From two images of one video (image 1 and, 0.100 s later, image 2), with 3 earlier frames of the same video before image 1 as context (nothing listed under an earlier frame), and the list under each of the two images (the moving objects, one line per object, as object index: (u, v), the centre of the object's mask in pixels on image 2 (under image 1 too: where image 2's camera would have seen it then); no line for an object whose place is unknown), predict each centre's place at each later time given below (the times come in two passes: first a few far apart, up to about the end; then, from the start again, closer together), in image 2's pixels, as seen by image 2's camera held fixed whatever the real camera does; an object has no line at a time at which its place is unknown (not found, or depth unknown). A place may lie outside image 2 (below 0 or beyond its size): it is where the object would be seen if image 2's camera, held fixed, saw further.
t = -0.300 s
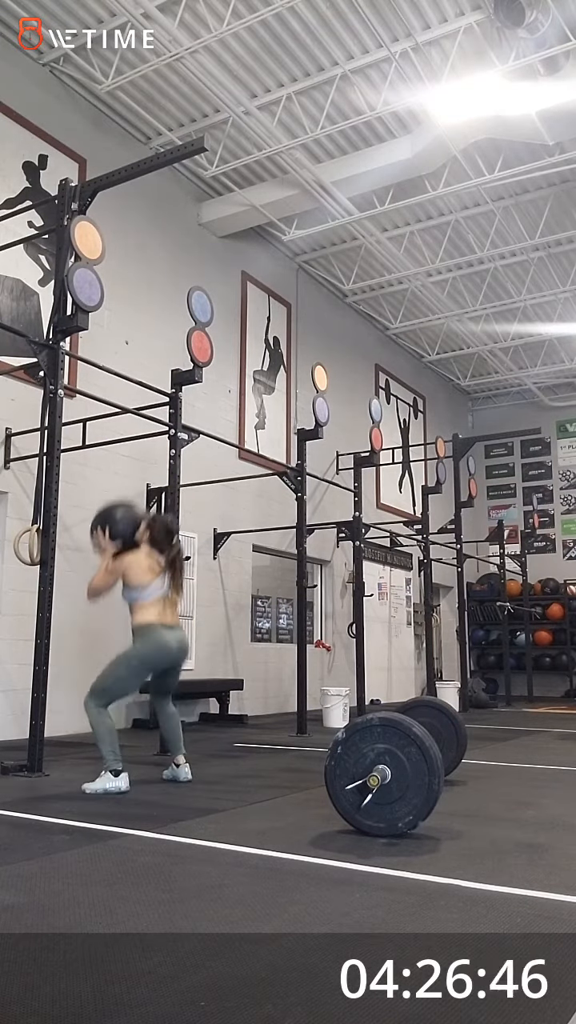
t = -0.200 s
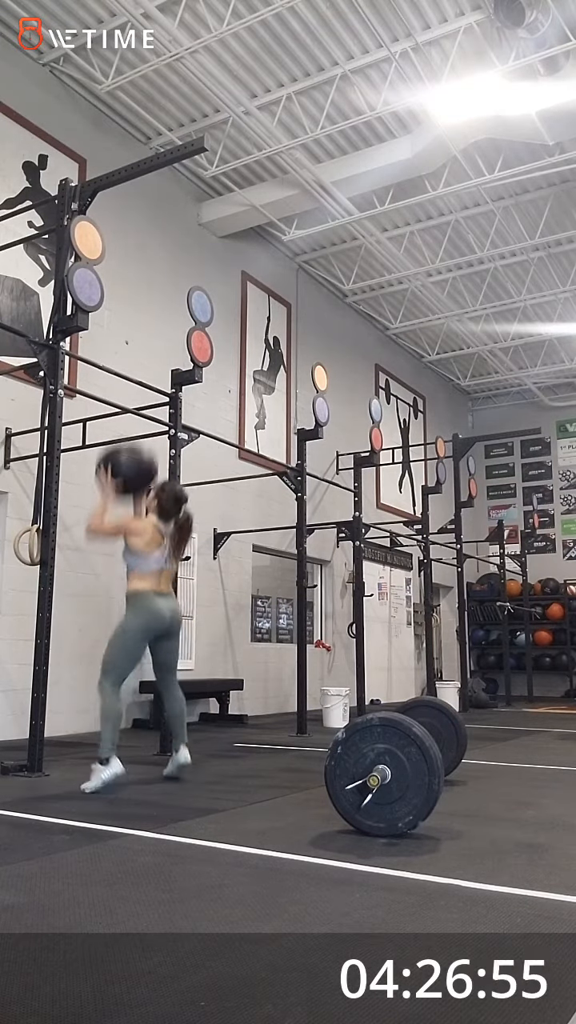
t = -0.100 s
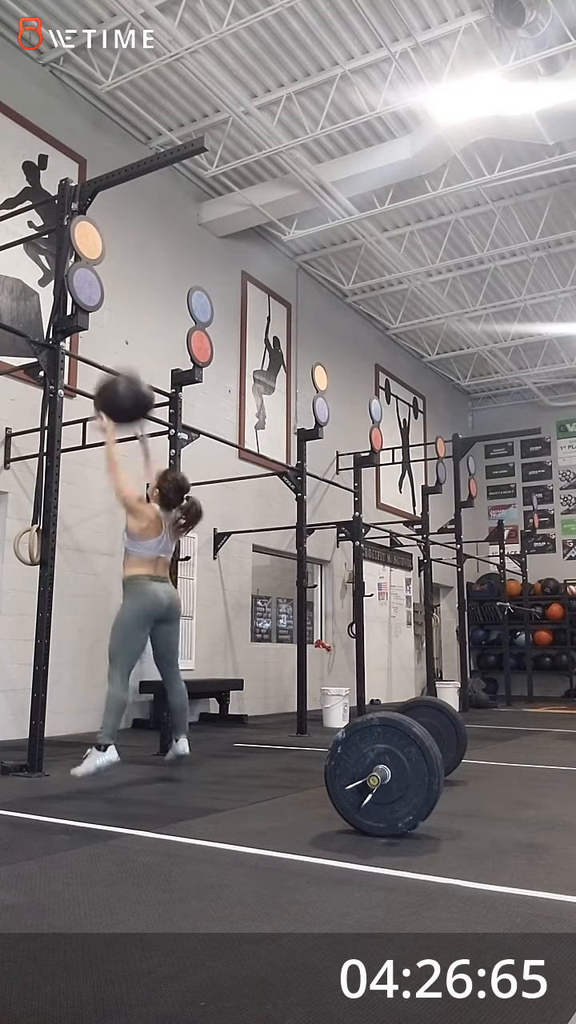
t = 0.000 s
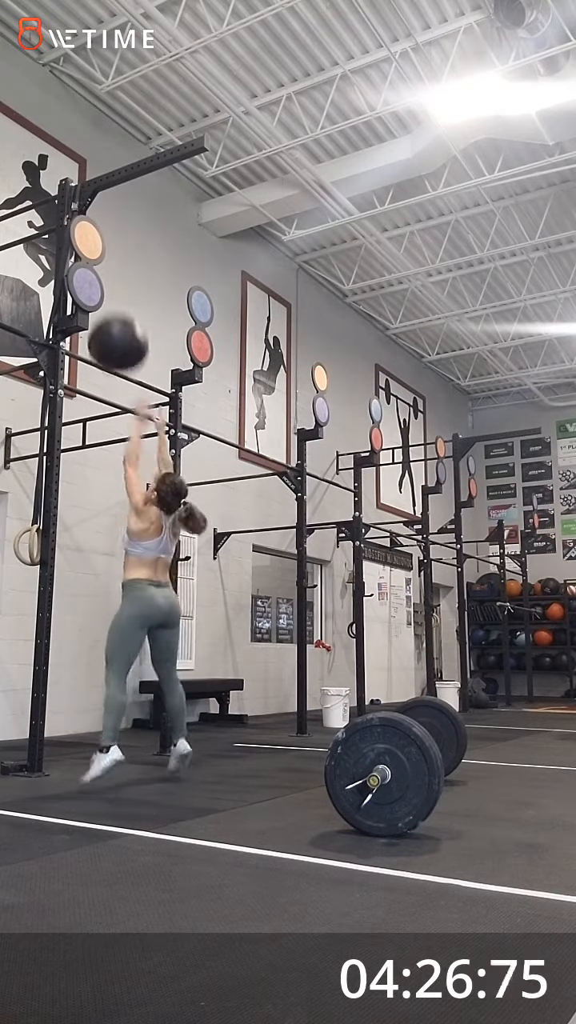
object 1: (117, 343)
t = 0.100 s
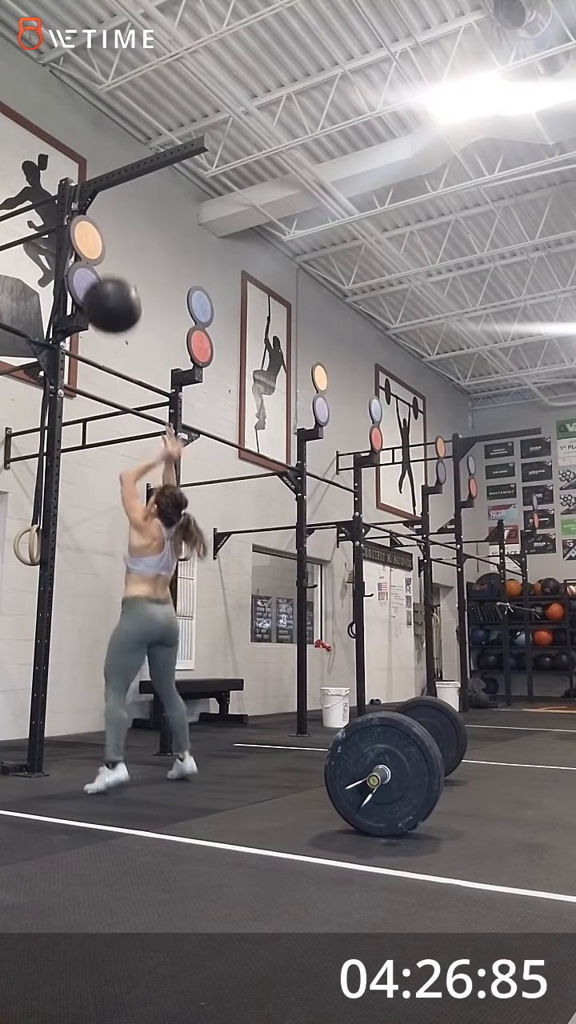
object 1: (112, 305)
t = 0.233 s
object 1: (110, 282)
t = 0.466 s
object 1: (120, 309)
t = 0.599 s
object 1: (124, 364)
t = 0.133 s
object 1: (110, 296)
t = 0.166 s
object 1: (108, 289)
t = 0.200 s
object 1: (108, 285)
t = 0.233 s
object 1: (110, 282)
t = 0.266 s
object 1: (111, 281)
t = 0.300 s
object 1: (113, 281)
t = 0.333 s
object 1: (114, 283)
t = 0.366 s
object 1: (116, 287)
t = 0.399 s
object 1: (117, 293)
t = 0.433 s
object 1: (118, 300)
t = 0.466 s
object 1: (120, 309)
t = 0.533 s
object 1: (122, 333)
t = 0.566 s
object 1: (123, 348)
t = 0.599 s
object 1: (124, 364)
